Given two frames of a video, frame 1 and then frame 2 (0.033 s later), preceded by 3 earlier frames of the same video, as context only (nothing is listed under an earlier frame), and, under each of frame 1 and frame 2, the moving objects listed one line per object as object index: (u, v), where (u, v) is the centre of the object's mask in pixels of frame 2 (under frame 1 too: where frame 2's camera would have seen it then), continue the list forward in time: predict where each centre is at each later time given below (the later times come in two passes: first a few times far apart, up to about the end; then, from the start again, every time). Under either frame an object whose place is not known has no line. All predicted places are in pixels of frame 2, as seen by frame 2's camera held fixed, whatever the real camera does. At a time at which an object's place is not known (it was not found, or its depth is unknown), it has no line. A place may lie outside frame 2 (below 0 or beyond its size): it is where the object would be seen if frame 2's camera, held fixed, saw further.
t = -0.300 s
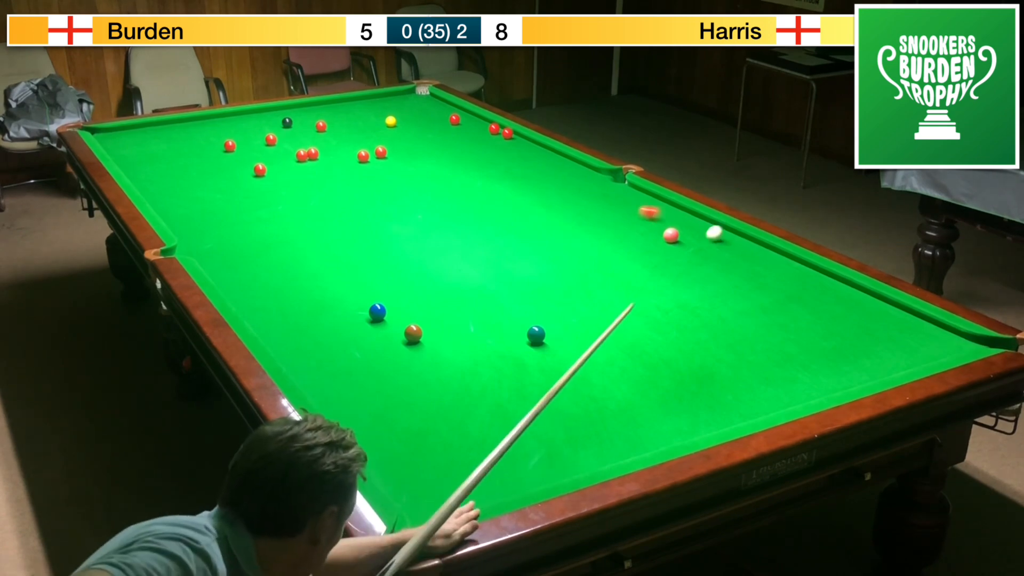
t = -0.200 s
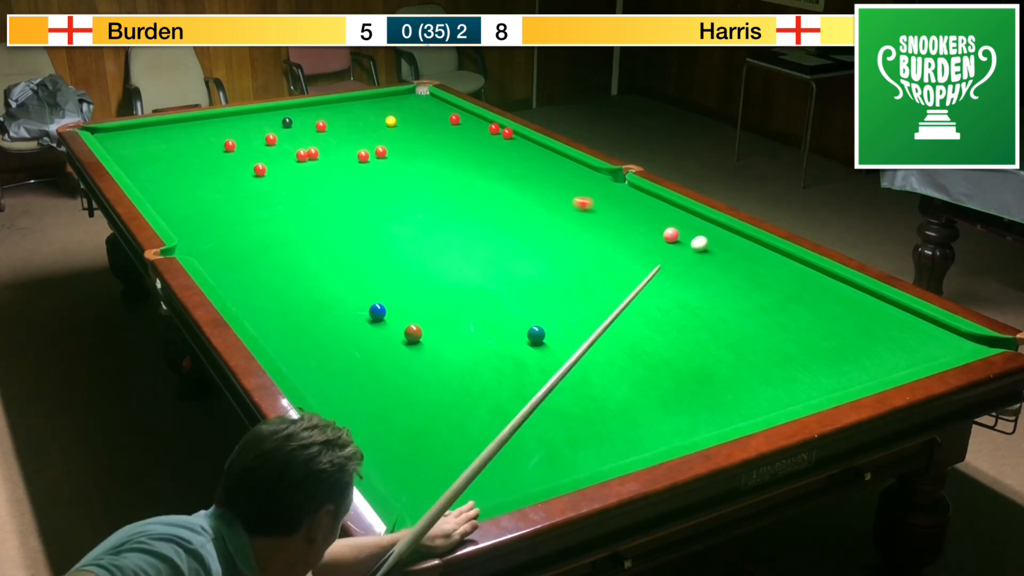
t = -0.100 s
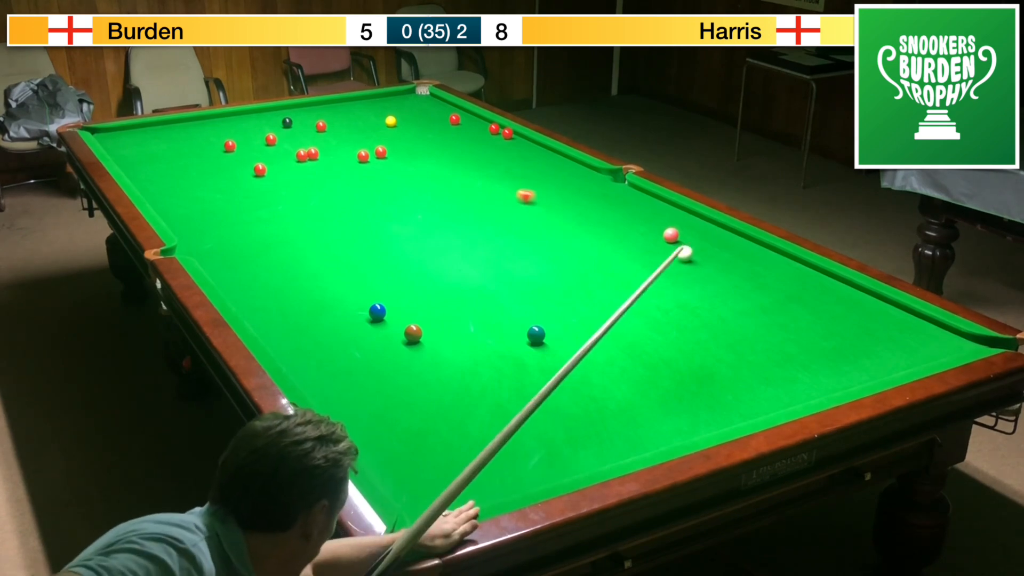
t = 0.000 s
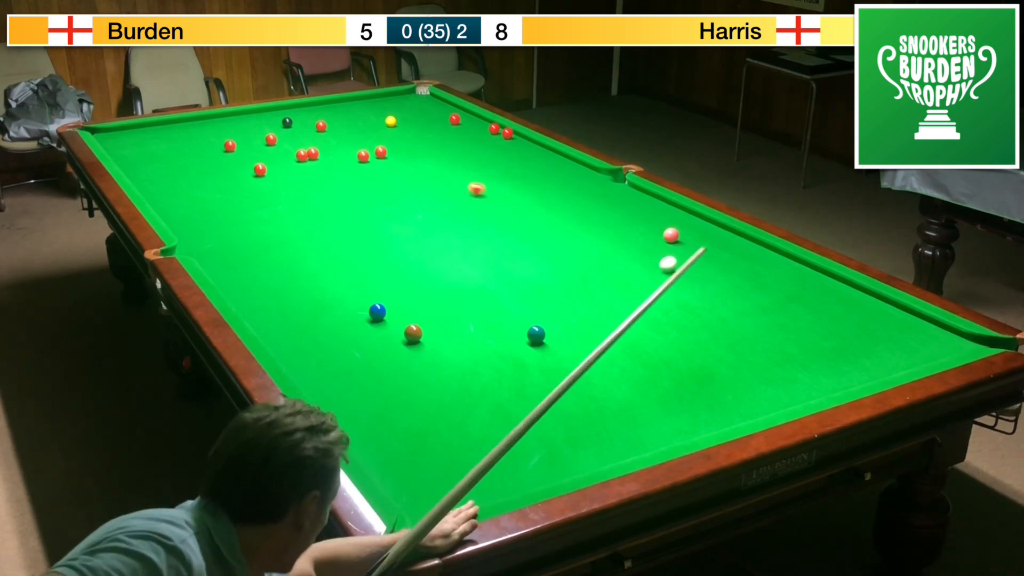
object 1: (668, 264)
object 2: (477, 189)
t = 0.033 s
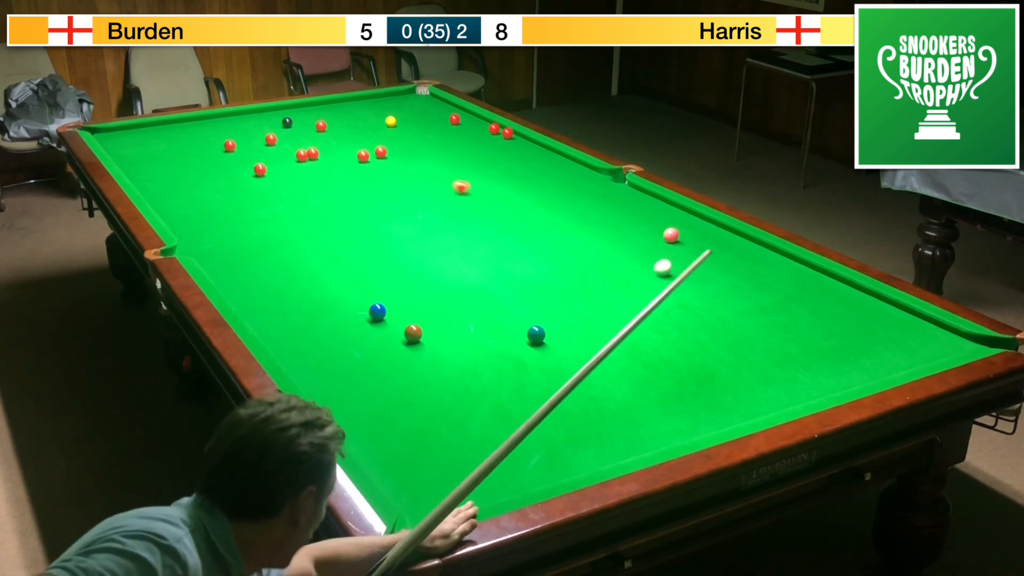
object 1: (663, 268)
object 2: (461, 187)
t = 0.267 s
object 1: (623, 294)
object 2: (360, 173)
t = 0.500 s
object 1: (580, 322)
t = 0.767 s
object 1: (527, 357)
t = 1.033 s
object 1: (468, 392)
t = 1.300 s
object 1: (405, 436)
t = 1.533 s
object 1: (395, 458)
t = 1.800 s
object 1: (455, 456)
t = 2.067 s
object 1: (511, 455)
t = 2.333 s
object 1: (562, 454)
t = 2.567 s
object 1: (604, 452)
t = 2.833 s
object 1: (644, 446)
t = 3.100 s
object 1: (664, 437)
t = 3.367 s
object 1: (681, 428)
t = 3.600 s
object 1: (694, 421)
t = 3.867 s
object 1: (706, 413)
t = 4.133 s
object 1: (716, 408)
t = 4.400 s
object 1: (724, 403)
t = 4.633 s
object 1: (728, 400)
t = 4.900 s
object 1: (731, 398)
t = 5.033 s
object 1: (732, 397)
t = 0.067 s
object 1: (657, 271)
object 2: (446, 185)
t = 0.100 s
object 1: (652, 275)
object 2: (431, 183)
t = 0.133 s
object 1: (646, 279)
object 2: (416, 181)
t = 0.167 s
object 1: (640, 282)
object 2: (402, 179)
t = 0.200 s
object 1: (635, 286)
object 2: (388, 177)
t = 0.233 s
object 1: (629, 290)
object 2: (374, 175)
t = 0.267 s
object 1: (623, 294)
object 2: (360, 173)
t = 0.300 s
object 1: (617, 298)
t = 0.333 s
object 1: (611, 301)
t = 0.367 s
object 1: (605, 305)
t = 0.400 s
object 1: (599, 309)
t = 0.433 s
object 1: (593, 313)
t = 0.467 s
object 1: (587, 317)
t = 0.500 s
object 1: (580, 322)
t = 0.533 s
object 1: (574, 326)
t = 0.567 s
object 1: (568, 330)
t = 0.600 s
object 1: (561, 334)
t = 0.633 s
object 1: (554, 339)
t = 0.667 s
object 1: (548, 343)
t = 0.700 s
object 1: (541, 347)
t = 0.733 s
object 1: (534, 352)
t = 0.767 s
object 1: (527, 357)
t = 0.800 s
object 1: (521, 361)
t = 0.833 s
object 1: (514, 366)
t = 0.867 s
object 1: (506, 371)
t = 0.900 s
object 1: (499, 375)
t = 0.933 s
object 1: (492, 380)
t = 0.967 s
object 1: (484, 384)
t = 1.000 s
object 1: (477, 389)
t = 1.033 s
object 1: (468, 392)
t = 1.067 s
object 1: (459, 394)
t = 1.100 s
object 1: (456, 408)
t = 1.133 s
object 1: (447, 410)
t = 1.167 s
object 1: (438, 415)
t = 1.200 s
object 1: (430, 420)
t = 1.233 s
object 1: (422, 425)
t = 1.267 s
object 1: (413, 431)
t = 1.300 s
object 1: (405, 436)
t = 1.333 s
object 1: (397, 442)
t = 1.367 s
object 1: (388, 448)
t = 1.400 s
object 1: (379, 453)
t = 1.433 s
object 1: (371, 458)
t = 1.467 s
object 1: (376, 459)
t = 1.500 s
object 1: (386, 459)
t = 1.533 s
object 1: (395, 458)
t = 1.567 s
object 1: (403, 458)
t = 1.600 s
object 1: (410, 458)
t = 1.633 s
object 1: (418, 458)
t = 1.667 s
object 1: (426, 457)
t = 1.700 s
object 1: (433, 457)
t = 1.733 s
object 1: (441, 457)
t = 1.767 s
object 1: (448, 457)
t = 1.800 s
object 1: (455, 456)
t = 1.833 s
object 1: (462, 456)
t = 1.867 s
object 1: (470, 456)
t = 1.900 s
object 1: (476, 456)
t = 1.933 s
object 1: (484, 456)
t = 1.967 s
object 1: (491, 455)
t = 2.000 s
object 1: (497, 455)
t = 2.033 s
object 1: (504, 455)
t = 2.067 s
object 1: (511, 455)
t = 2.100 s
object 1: (517, 455)
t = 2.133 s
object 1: (524, 455)
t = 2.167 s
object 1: (531, 454)
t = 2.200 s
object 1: (537, 454)
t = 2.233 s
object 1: (544, 454)
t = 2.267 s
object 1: (550, 454)
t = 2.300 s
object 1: (556, 454)
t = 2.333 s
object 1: (562, 454)
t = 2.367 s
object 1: (568, 453)
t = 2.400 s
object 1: (574, 453)
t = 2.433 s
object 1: (581, 453)
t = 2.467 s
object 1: (587, 453)
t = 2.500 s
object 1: (592, 453)
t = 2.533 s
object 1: (598, 453)
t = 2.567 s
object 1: (604, 452)
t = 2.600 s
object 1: (610, 452)
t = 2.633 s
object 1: (615, 451)
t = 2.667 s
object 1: (621, 451)
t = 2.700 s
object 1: (626, 450)
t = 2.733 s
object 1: (632, 449)
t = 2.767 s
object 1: (637, 448)
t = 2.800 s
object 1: (642, 447)
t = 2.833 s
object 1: (644, 446)
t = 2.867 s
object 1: (647, 445)
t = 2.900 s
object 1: (649, 444)
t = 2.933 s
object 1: (652, 443)
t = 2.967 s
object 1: (654, 441)
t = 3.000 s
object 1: (657, 440)
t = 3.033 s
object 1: (659, 439)
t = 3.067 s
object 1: (662, 438)
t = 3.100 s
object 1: (664, 437)
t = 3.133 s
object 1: (666, 436)
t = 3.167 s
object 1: (668, 435)
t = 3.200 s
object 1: (670, 434)
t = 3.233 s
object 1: (673, 433)
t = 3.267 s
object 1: (675, 431)
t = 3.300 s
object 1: (677, 430)
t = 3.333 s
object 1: (679, 429)
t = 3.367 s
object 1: (681, 428)
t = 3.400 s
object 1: (683, 427)
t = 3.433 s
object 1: (685, 426)
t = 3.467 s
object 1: (687, 425)
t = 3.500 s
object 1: (689, 424)
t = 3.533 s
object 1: (691, 423)
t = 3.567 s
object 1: (692, 422)
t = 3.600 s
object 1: (694, 421)
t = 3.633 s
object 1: (696, 420)
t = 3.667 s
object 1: (697, 419)
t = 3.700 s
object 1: (699, 418)
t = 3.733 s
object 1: (700, 417)
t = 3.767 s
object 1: (702, 416)
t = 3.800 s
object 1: (703, 415)
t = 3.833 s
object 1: (705, 414)
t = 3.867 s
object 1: (706, 413)
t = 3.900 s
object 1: (707, 413)
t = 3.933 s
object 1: (709, 412)
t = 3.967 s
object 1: (710, 411)
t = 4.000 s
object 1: (711, 410)
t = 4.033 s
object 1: (713, 410)
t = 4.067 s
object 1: (714, 409)
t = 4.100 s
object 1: (715, 408)
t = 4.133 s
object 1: (716, 408)
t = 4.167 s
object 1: (717, 407)
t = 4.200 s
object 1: (718, 406)
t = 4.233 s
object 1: (719, 406)
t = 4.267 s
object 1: (720, 405)
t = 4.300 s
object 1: (721, 404)
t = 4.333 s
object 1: (722, 404)
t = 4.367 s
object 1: (723, 403)
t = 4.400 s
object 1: (724, 403)
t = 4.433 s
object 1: (725, 402)
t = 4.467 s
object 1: (725, 402)
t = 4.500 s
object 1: (726, 401)
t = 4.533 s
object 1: (727, 401)
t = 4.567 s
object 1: (727, 400)
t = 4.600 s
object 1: (728, 400)
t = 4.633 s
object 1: (728, 400)
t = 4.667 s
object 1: (729, 399)
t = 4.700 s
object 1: (729, 399)
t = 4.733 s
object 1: (730, 399)
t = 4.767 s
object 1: (730, 399)
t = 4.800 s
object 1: (730, 398)
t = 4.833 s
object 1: (731, 398)
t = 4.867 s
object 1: (731, 398)
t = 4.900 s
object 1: (731, 398)
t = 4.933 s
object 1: (732, 397)
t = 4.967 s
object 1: (732, 397)
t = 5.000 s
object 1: (732, 397)
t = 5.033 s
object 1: (732, 397)
